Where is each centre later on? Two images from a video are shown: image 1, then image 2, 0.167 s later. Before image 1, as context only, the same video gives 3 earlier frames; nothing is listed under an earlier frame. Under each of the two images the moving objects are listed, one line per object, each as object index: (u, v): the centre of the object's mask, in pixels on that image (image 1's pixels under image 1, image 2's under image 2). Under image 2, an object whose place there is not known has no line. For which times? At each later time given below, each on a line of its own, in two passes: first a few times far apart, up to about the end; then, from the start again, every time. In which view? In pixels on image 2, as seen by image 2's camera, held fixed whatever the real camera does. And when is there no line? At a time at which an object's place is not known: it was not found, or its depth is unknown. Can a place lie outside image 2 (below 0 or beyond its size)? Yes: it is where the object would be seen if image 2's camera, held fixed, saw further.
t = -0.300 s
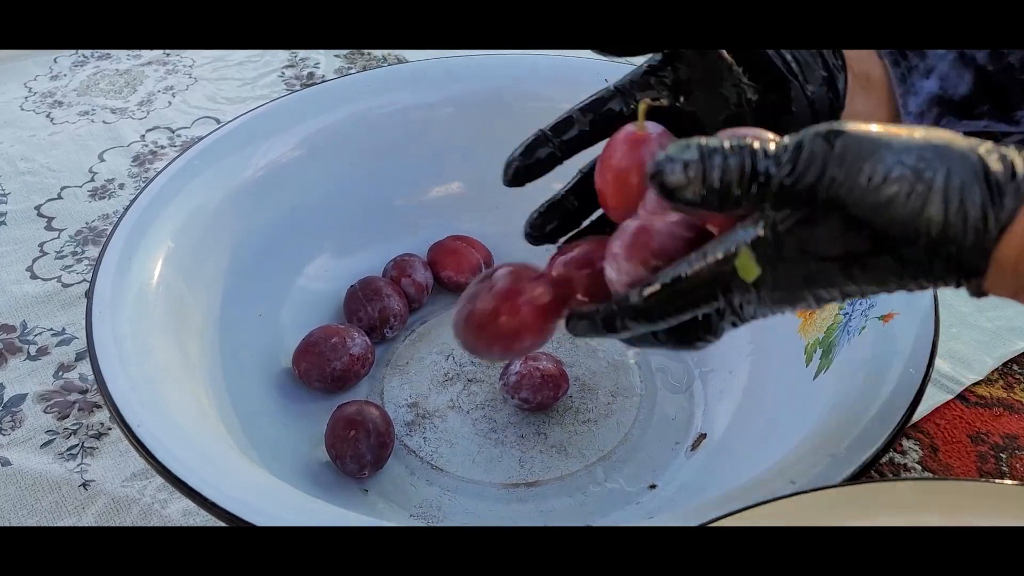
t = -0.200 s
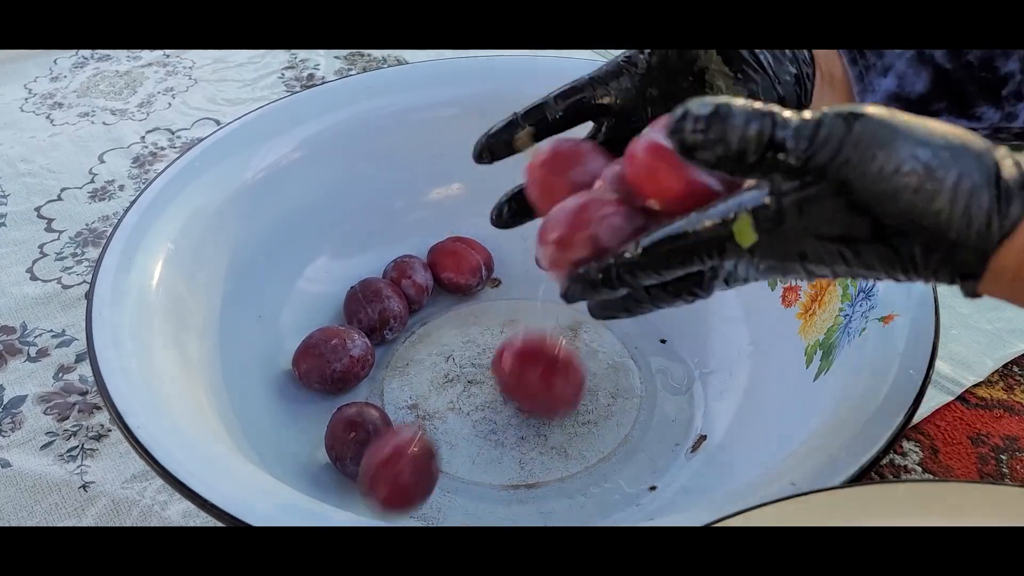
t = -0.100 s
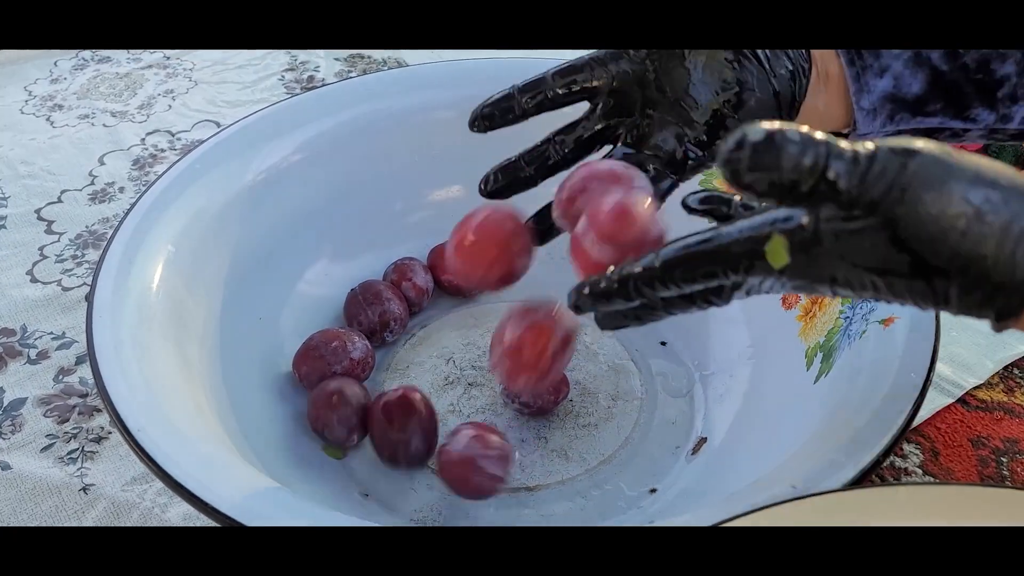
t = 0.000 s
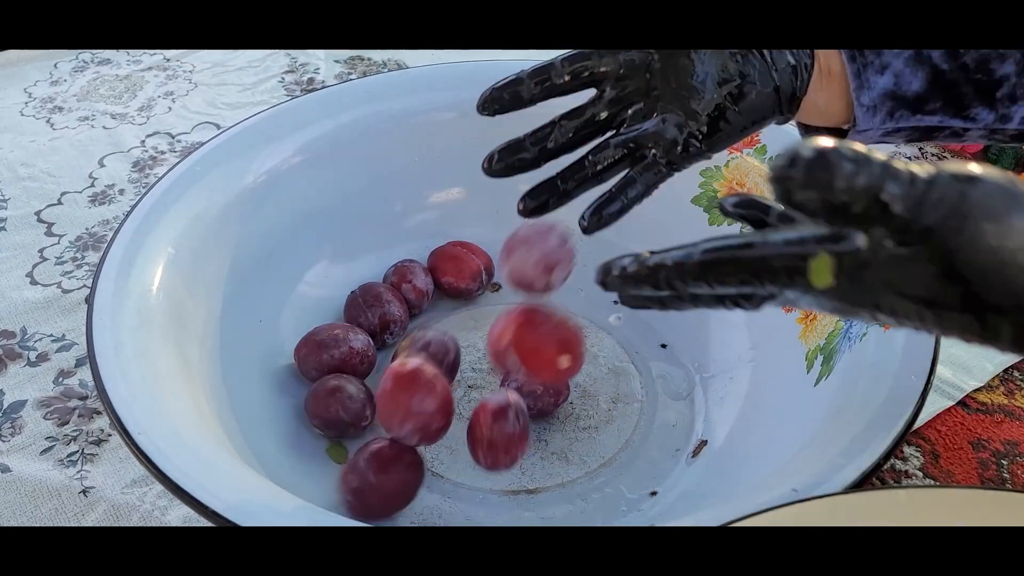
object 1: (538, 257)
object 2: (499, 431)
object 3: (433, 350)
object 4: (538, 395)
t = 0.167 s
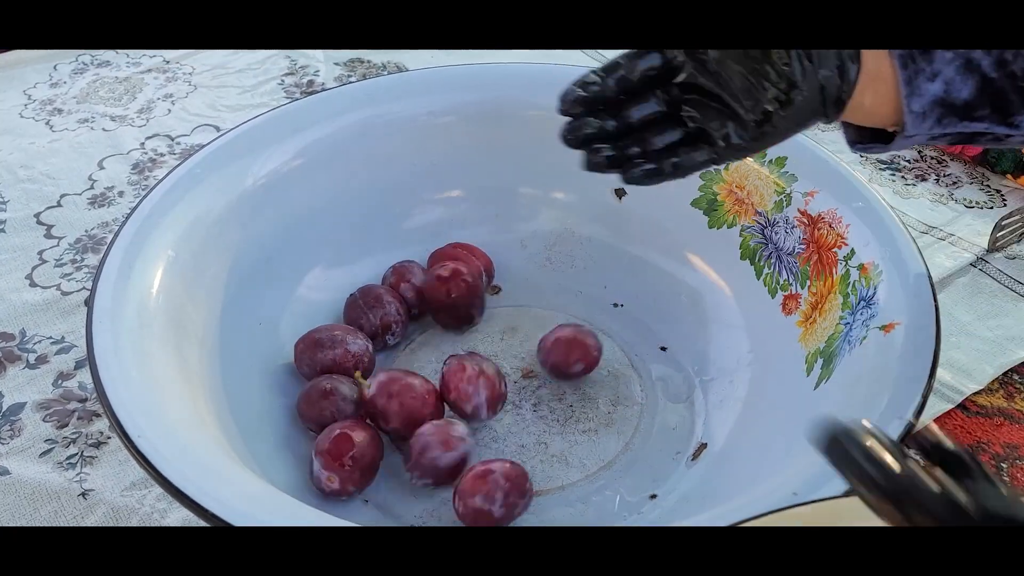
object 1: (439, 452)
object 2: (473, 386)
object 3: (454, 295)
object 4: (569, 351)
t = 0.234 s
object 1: (418, 469)
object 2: (477, 373)
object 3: (471, 299)
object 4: (592, 334)
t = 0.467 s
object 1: (443, 502)
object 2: (519, 356)
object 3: (543, 307)
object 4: (664, 294)
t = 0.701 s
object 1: (449, 502)
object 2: (527, 370)
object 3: (568, 327)
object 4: (631, 321)
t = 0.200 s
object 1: (421, 456)
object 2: (476, 385)
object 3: (463, 297)
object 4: (581, 342)
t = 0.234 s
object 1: (418, 469)
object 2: (477, 373)
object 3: (471, 299)
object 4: (592, 334)
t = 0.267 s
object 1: (416, 476)
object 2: (480, 367)
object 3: (480, 300)
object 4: (603, 327)
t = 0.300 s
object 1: (416, 482)
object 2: (484, 363)
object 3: (489, 301)
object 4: (614, 321)
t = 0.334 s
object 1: (418, 485)
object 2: (490, 362)
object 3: (499, 303)
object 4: (625, 316)
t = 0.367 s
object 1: (420, 490)
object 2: (499, 361)
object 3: (510, 305)
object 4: (637, 311)
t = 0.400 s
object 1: (426, 493)
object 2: (507, 359)
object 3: (522, 307)
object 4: (648, 305)
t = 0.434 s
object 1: (433, 497)
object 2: (514, 357)
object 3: (534, 306)
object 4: (658, 299)
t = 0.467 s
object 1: (443, 502)
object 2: (519, 356)
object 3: (543, 307)
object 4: (664, 294)
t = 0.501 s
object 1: (446, 504)
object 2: (523, 355)
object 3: (551, 310)
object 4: (667, 292)
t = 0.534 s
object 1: (447, 504)
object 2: (527, 355)
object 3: (557, 312)
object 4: (667, 294)
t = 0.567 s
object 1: (450, 504)
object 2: (531, 356)
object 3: (562, 314)
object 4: (662, 299)
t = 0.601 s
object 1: (450, 503)
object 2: (532, 358)
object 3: (565, 316)
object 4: (655, 306)
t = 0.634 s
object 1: (450, 502)
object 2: (532, 361)
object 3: (567, 319)
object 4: (645, 313)
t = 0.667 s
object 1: (450, 502)
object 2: (530, 365)
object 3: (568, 322)
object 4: (635, 320)
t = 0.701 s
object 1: (449, 502)
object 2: (527, 370)
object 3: (568, 327)
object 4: (631, 321)
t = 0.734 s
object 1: (449, 502)
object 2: (522, 376)
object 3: (568, 331)
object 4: (628, 324)
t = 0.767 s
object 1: (449, 501)
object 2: (519, 380)
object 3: (567, 338)
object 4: (627, 325)
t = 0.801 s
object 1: (449, 500)
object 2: (517, 386)
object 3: (568, 344)
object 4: (626, 326)
